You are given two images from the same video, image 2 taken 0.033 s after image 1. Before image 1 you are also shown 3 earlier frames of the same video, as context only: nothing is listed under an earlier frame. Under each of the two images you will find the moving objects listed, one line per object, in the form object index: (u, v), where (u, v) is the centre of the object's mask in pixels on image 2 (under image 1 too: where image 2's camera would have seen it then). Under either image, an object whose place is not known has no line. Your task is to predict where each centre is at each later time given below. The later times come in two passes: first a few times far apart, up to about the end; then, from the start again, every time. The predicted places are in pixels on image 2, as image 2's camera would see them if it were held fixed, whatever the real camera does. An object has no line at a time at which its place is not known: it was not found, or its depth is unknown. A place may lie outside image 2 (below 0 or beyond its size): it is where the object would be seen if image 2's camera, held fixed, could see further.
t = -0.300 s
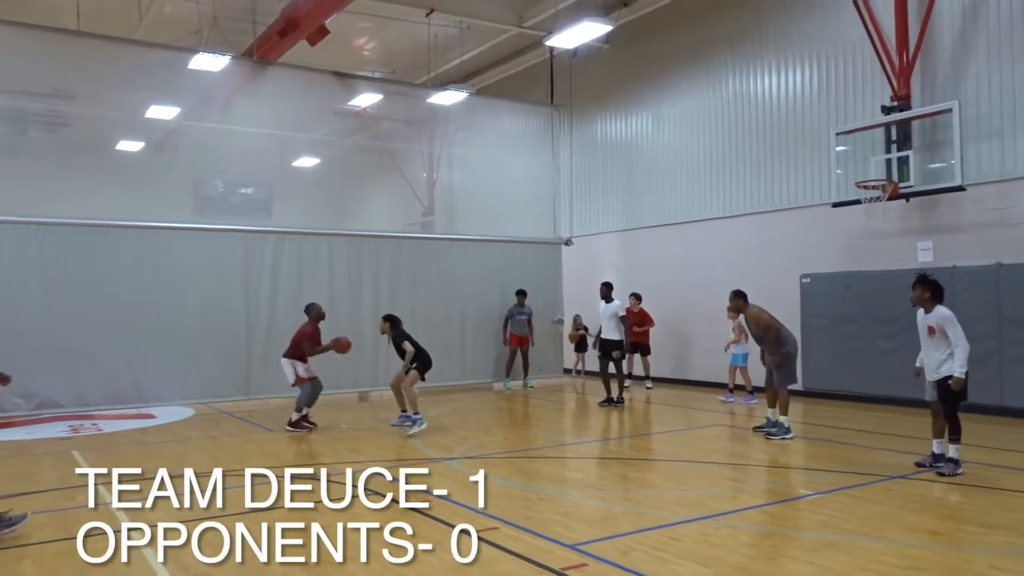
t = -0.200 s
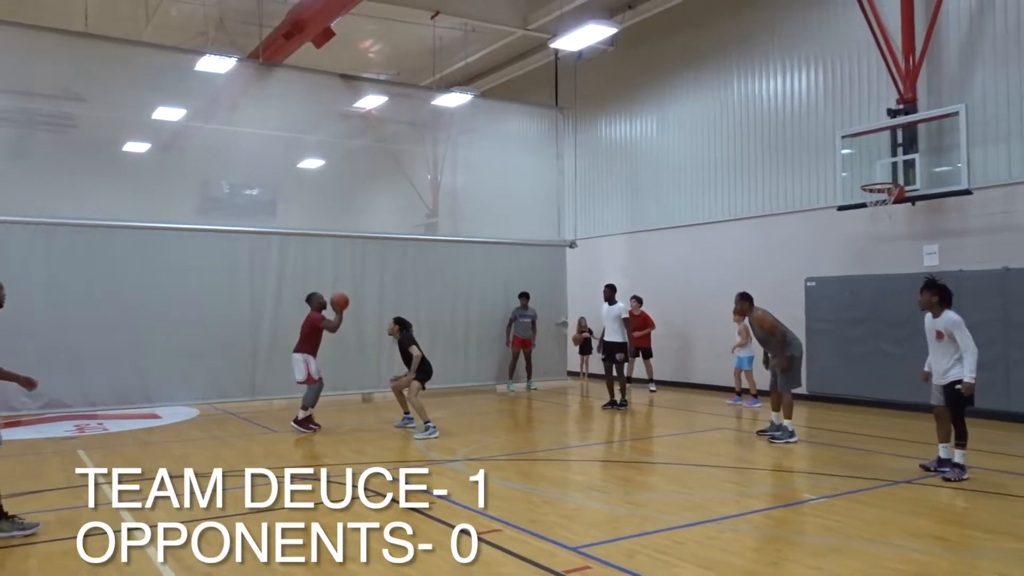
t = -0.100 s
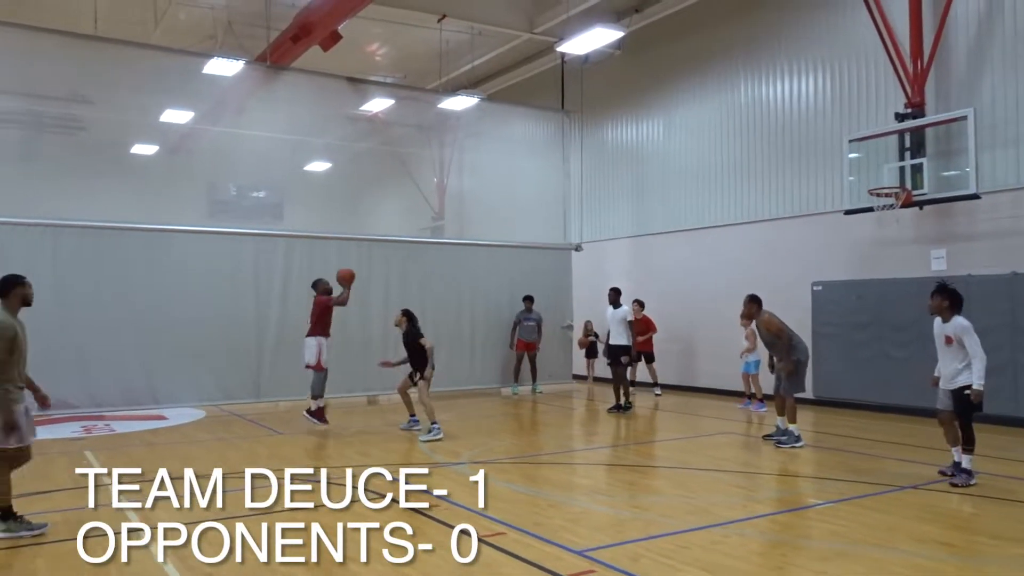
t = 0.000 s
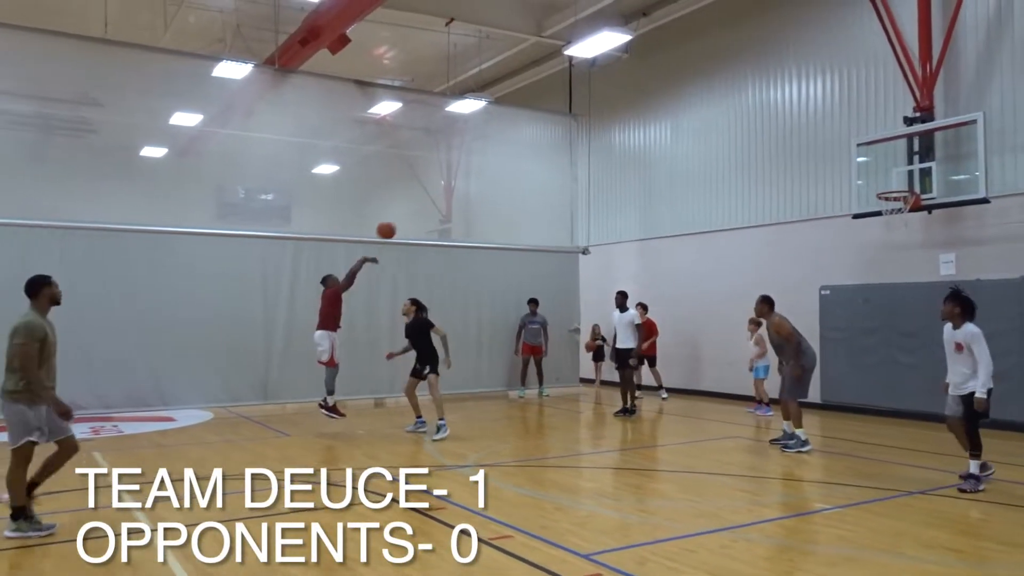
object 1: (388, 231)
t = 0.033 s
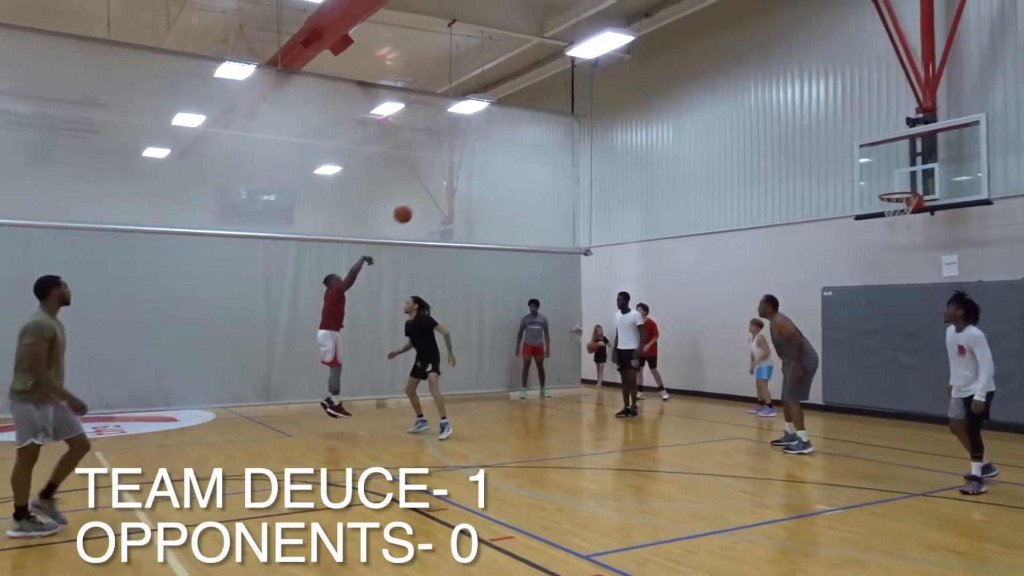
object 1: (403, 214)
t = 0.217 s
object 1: (481, 136)
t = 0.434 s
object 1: (572, 79)
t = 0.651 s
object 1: (660, 57)
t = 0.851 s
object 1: (740, 69)
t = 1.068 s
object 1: (824, 113)
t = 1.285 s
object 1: (902, 189)
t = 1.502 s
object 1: (875, 152)
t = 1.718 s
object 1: (845, 146)
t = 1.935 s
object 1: (814, 178)
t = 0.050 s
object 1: (410, 206)
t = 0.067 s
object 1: (417, 198)
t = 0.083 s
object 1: (424, 190)
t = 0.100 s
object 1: (431, 183)
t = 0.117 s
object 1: (438, 175)
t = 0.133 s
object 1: (446, 168)
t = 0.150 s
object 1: (452, 161)
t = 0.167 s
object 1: (460, 155)
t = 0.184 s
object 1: (466, 148)
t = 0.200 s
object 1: (473, 142)
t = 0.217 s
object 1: (481, 136)
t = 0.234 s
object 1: (487, 130)
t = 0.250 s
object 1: (494, 125)
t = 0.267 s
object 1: (501, 119)
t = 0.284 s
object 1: (508, 115)
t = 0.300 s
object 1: (516, 111)
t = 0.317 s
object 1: (523, 106)
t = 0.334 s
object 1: (530, 101)
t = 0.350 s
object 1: (537, 96)
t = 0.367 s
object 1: (544, 93)
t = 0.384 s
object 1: (551, 89)
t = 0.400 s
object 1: (557, 85)
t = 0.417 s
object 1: (565, 82)
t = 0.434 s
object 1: (572, 79)
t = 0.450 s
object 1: (577, 76)
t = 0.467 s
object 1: (584, 73)
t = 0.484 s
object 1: (591, 72)
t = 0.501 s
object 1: (598, 71)
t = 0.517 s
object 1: (605, 69)
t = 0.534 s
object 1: (613, 66)
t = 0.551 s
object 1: (620, 63)
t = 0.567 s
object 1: (626, 62)
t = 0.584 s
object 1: (632, 60)
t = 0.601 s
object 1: (639, 59)
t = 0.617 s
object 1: (646, 59)
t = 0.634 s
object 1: (653, 58)
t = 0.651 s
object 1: (660, 57)
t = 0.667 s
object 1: (666, 57)
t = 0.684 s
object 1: (673, 57)
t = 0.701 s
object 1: (679, 58)
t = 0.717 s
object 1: (686, 58)
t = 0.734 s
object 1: (692, 59)
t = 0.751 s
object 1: (699, 60)
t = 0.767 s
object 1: (706, 60)
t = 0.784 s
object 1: (713, 62)
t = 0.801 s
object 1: (719, 63)
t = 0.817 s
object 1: (726, 65)
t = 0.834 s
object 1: (732, 67)
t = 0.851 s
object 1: (740, 69)
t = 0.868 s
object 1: (746, 72)
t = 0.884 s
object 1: (752, 74)
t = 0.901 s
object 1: (759, 77)
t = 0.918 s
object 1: (766, 79)
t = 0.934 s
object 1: (772, 82)
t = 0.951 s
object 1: (779, 85)
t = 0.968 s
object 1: (785, 88)
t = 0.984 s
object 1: (791, 92)
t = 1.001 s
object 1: (798, 96)
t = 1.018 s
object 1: (805, 100)
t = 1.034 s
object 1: (810, 104)
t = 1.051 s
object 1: (817, 108)
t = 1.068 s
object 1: (824, 113)
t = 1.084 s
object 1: (830, 118)
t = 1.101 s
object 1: (836, 123)
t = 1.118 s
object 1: (842, 128)
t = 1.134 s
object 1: (849, 134)
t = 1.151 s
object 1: (855, 140)
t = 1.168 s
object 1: (861, 145)
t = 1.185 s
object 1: (868, 151)
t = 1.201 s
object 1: (874, 158)
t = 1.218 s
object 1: (880, 164)
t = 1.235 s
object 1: (886, 171)
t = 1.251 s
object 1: (893, 178)
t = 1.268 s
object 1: (899, 184)
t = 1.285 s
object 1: (902, 189)
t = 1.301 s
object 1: (902, 185)
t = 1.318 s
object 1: (900, 182)
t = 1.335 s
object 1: (899, 178)
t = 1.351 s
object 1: (896, 174)
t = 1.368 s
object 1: (894, 171)
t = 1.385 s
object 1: (892, 168)
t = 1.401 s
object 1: (889, 165)
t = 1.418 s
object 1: (887, 162)
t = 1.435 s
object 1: (885, 159)
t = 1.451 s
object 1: (882, 157)
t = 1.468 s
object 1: (880, 155)
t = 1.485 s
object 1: (878, 153)
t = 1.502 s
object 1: (875, 152)
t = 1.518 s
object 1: (873, 150)
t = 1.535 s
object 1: (871, 148)
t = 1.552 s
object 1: (868, 147)
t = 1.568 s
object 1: (866, 146)
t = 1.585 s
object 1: (864, 145)
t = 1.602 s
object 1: (862, 144)
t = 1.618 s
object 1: (860, 144)
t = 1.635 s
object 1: (857, 144)
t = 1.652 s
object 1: (855, 144)
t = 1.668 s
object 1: (852, 144)
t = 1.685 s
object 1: (850, 145)
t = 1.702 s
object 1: (848, 146)
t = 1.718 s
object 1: (845, 146)
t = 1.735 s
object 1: (843, 147)
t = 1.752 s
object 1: (841, 149)
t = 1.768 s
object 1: (838, 150)
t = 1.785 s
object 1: (836, 152)
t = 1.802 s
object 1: (834, 154)
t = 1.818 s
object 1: (831, 156)
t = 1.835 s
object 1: (829, 159)
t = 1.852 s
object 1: (826, 161)
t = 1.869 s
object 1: (824, 164)
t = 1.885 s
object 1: (822, 168)
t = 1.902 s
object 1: (819, 171)
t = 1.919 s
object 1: (817, 174)
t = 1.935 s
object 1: (814, 178)
